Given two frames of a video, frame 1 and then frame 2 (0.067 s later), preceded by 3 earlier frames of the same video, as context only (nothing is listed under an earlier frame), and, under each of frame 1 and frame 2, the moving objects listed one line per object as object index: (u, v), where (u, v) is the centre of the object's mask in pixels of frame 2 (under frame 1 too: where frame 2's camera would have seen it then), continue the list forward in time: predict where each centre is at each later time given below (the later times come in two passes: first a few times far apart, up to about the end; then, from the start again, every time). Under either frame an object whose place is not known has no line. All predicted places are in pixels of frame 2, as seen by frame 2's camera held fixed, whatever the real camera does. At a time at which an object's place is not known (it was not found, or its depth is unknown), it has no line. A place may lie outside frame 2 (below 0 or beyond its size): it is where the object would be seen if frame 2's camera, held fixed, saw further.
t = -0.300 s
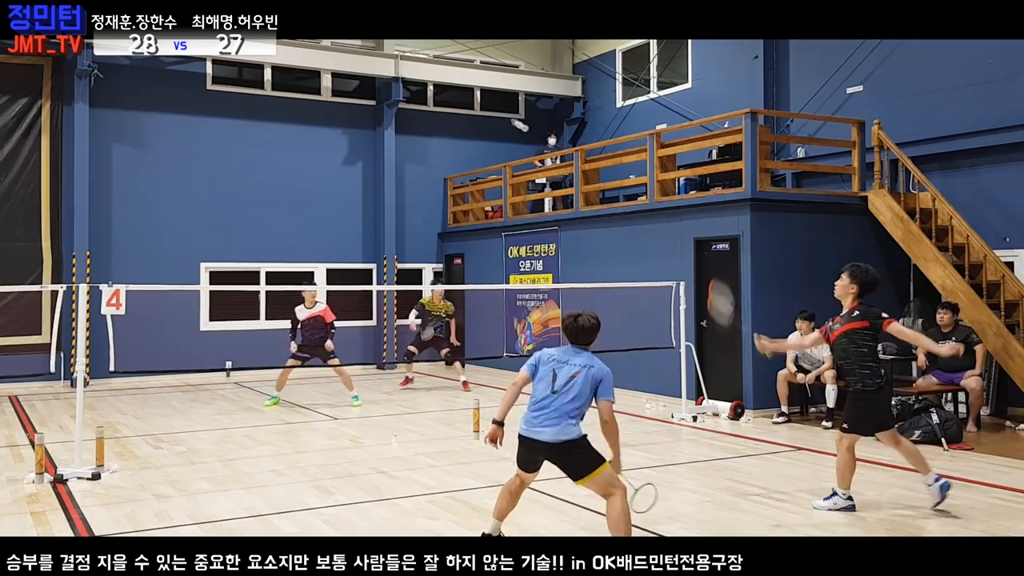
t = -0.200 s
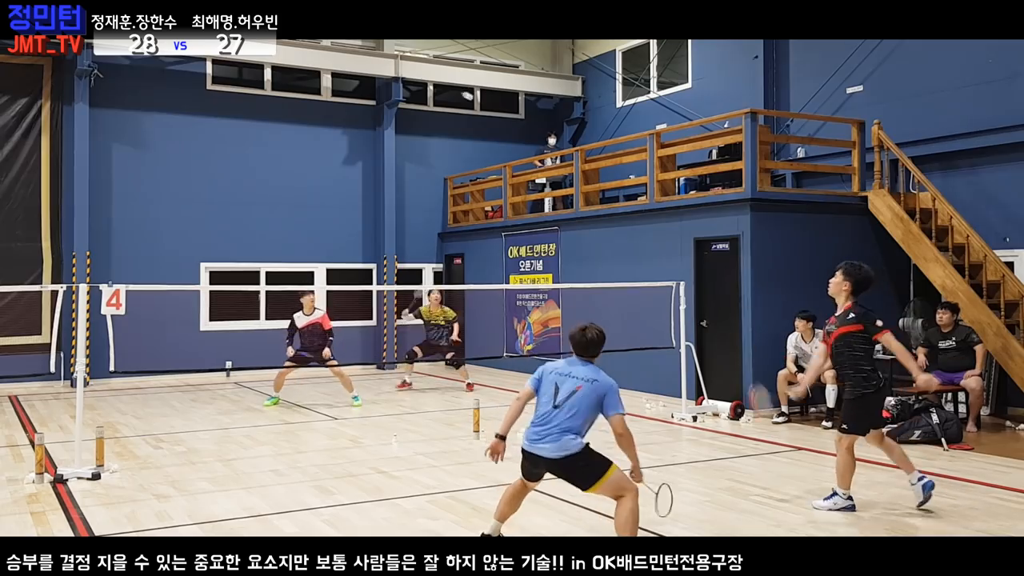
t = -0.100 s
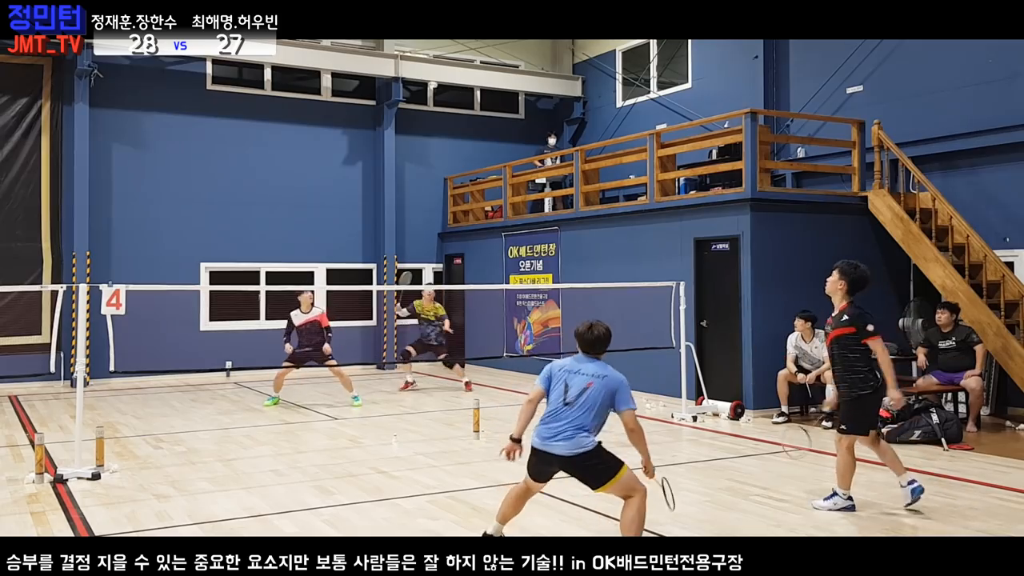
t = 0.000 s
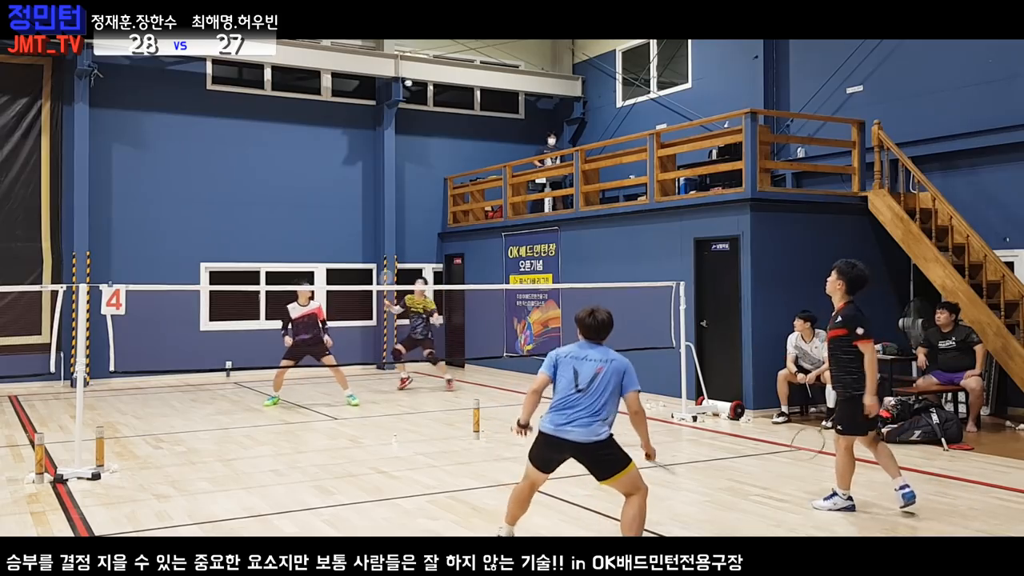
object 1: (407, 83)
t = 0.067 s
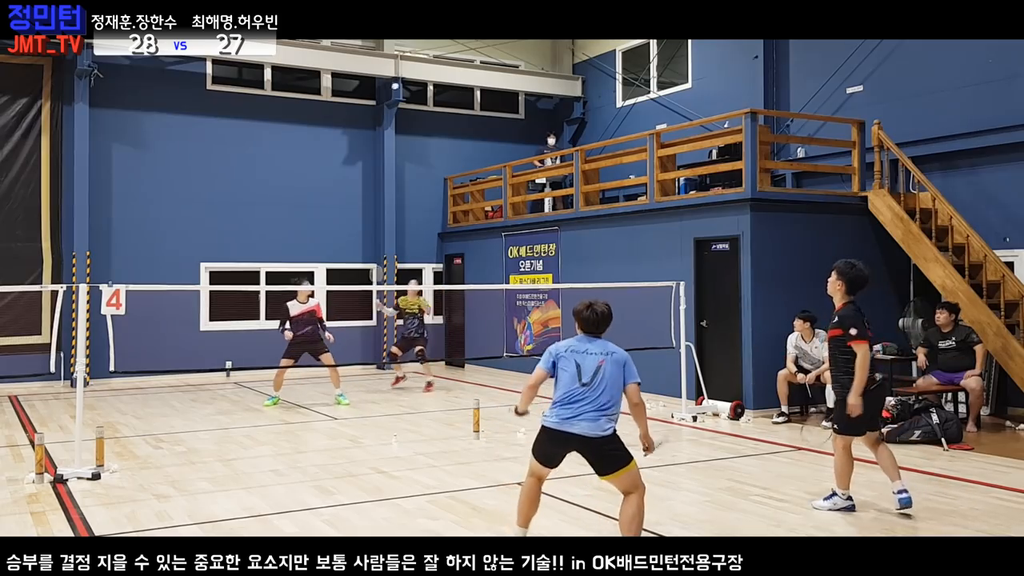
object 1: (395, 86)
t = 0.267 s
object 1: (365, 110)
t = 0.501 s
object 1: (343, 160)
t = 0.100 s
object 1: (389, 88)
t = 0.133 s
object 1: (383, 92)
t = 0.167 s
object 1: (378, 96)
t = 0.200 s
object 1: (374, 100)
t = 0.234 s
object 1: (370, 105)
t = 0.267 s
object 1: (365, 110)
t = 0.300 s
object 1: (361, 116)
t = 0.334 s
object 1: (358, 123)
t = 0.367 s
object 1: (354, 129)
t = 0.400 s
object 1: (351, 136)
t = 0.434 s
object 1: (348, 144)
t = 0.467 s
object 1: (346, 152)
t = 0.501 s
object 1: (343, 160)
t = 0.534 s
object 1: (340, 169)
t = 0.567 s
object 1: (338, 178)
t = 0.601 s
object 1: (336, 187)
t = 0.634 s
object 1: (334, 196)
